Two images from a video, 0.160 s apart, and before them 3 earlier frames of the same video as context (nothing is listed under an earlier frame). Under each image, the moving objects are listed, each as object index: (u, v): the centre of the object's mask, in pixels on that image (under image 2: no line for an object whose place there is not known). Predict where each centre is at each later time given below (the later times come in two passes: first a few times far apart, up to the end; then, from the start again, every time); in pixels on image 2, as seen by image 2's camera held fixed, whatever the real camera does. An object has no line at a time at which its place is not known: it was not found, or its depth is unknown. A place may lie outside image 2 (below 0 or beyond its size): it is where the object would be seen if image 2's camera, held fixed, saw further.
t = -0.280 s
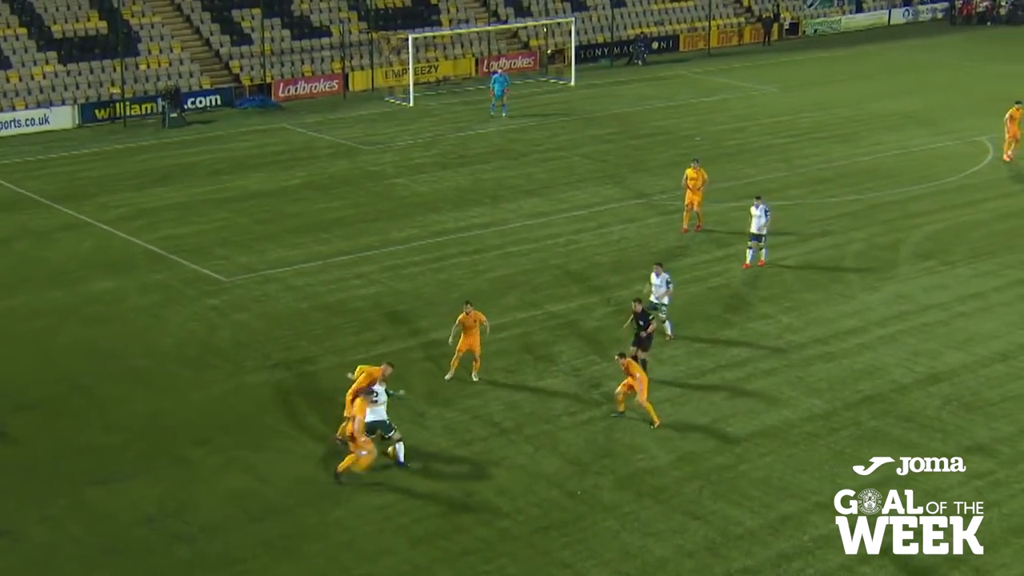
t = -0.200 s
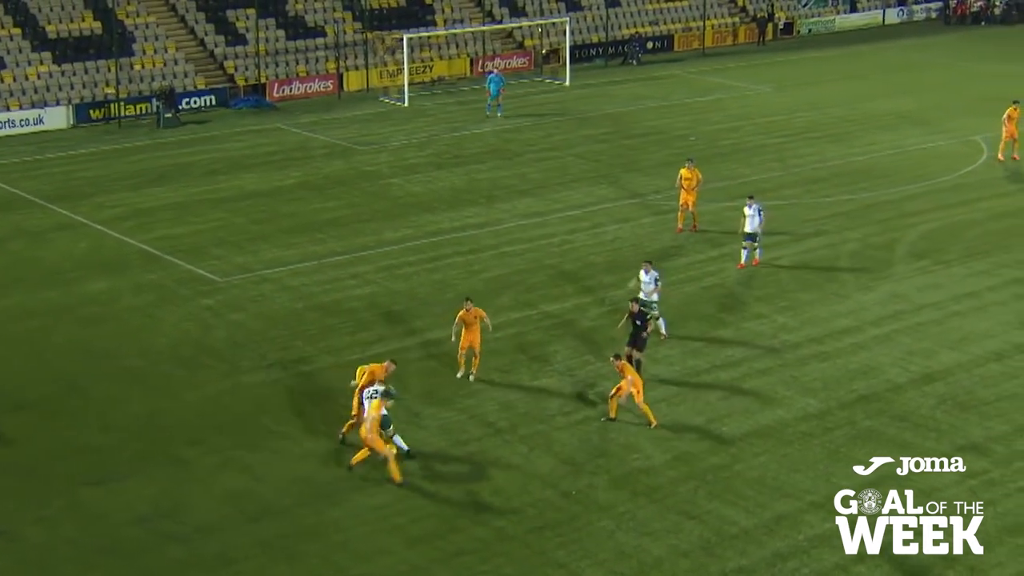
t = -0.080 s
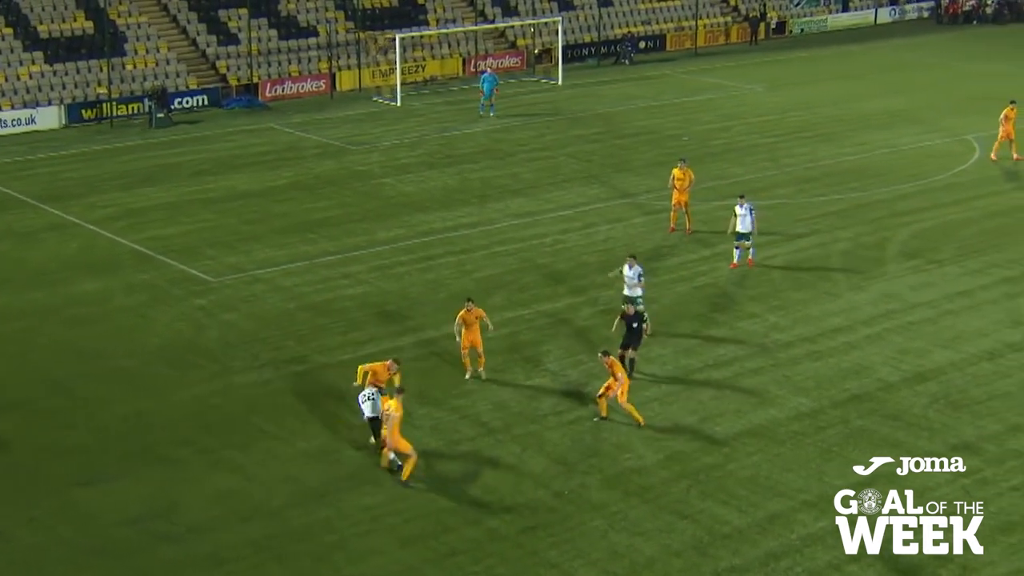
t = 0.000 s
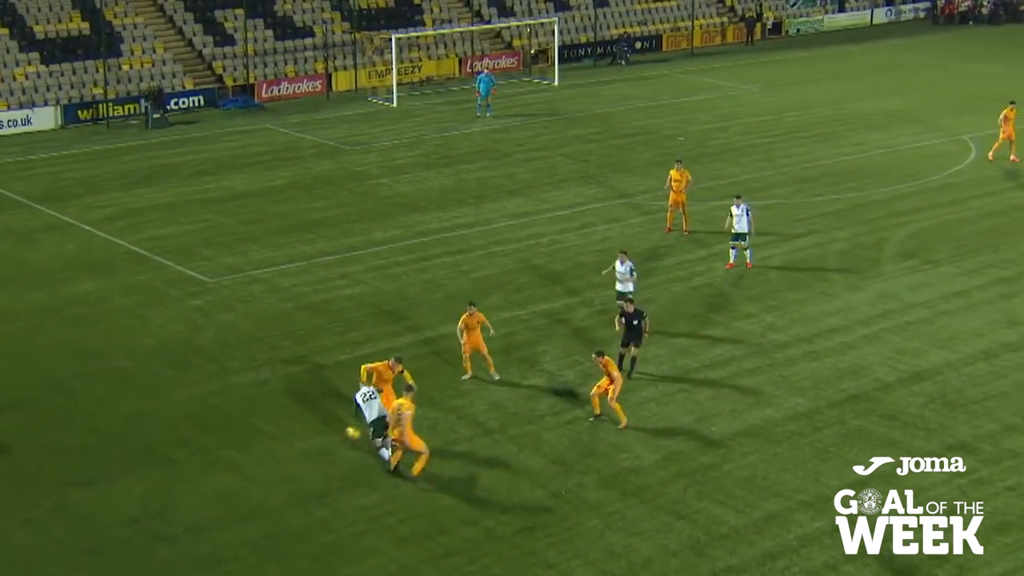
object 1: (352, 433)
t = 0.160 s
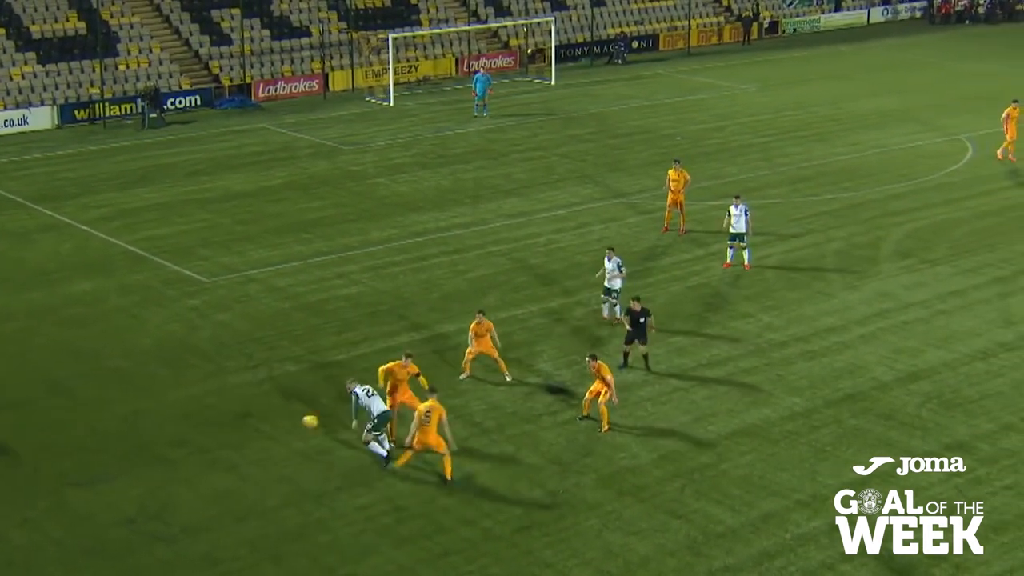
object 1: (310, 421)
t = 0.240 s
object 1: (290, 421)
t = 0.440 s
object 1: (239, 434)
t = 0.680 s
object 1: (178, 481)
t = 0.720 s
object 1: (168, 492)
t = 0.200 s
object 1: (299, 421)
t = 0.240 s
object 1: (290, 421)
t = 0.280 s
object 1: (280, 422)
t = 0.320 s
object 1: (270, 423)
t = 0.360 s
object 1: (260, 426)
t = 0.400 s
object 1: (250, 430)
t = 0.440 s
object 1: (239, 434)
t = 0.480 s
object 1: (229, 440)
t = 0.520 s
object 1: (219, 446)
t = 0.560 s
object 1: (209, 453)
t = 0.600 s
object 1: (199, 462)
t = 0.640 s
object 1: (189, 471)
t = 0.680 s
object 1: (178, 481)
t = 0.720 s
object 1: (168, 492)
